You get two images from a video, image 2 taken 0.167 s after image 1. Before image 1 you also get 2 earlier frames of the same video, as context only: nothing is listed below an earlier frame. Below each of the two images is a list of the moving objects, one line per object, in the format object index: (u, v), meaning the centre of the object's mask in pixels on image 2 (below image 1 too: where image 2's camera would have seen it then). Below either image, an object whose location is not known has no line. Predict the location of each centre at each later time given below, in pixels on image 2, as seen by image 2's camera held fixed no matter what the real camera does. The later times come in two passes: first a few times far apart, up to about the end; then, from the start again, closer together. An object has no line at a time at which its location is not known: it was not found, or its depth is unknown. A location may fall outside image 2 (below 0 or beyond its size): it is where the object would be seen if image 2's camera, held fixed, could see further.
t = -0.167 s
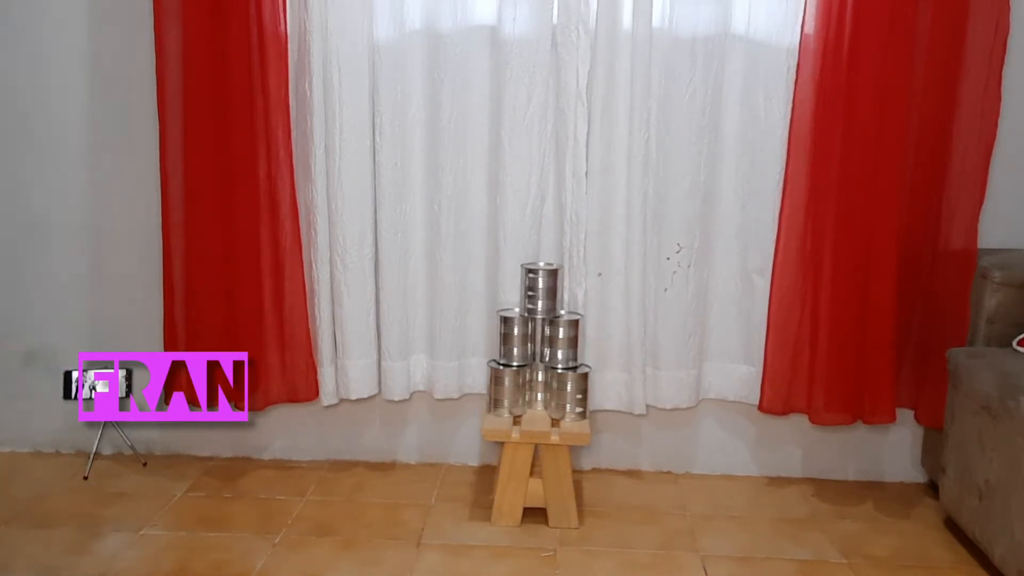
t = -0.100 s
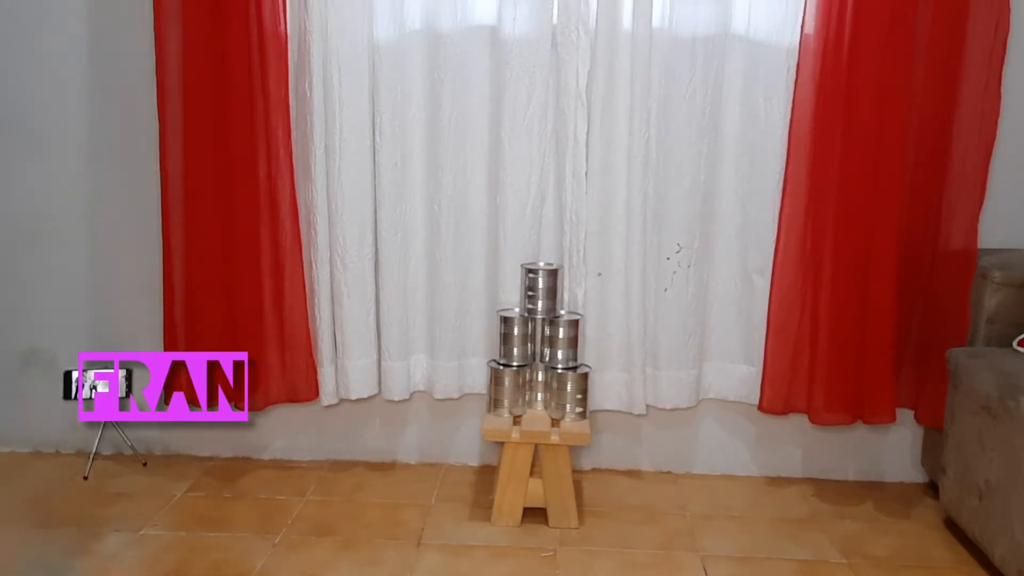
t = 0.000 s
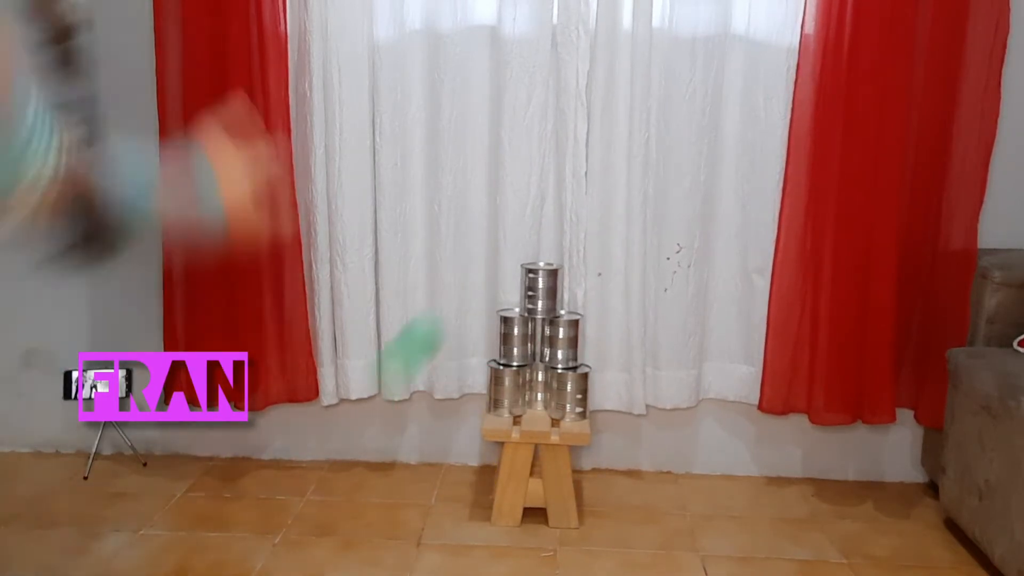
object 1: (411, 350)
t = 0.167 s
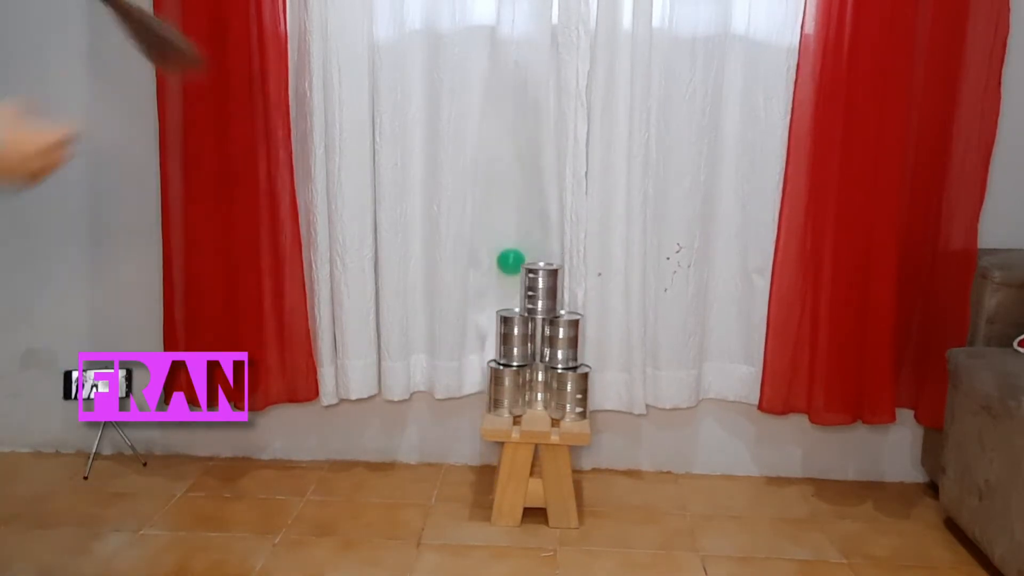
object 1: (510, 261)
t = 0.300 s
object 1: (501, 301)
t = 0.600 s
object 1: (483, 457)
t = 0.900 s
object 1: (451, 509)
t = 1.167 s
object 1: (411, 546)
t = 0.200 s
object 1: (508, 267)
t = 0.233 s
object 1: (506, 276)
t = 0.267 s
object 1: (504, 288)
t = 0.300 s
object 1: (501, 301)
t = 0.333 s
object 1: (491, 325)
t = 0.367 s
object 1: (489, 346)
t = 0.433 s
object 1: (482, 390)
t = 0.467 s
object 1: (482, 395)
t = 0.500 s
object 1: (481, 404)
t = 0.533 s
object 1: (480, 415)
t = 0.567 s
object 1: (480, 438)
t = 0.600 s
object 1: (483, 457)
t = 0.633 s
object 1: (481, 476)
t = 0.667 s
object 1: (477, 467)
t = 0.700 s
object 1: (474, 461)
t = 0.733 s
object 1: (470, 458)
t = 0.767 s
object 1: (467, 460)
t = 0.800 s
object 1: (463, 465)
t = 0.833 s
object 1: (459, 476)
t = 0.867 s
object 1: (455, 489)
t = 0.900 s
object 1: (451, 509)
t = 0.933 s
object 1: (446, 511)
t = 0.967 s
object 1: (442, 505)
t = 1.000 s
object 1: (437, 504)
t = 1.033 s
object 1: (432, 507)
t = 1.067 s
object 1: (427, 514)
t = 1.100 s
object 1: (421, 526)
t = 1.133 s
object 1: (416, 546)
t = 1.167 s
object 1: (411, 546)
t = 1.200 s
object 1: (406, 543)
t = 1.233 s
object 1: (401, 544)
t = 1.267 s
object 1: (396, 549)
